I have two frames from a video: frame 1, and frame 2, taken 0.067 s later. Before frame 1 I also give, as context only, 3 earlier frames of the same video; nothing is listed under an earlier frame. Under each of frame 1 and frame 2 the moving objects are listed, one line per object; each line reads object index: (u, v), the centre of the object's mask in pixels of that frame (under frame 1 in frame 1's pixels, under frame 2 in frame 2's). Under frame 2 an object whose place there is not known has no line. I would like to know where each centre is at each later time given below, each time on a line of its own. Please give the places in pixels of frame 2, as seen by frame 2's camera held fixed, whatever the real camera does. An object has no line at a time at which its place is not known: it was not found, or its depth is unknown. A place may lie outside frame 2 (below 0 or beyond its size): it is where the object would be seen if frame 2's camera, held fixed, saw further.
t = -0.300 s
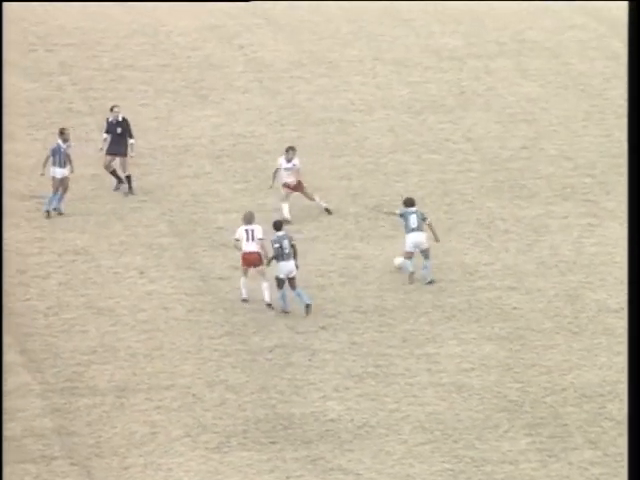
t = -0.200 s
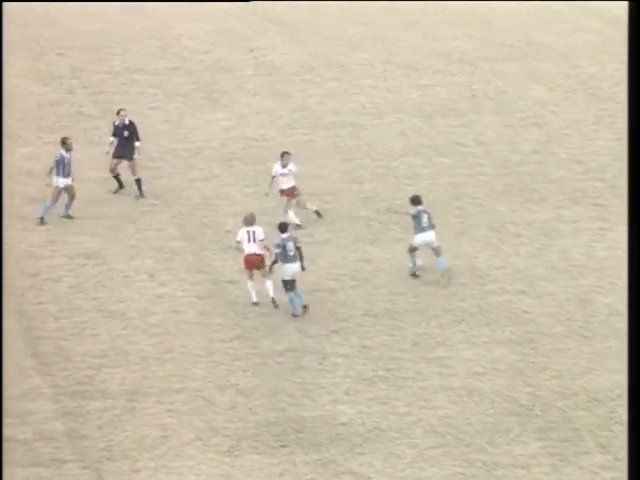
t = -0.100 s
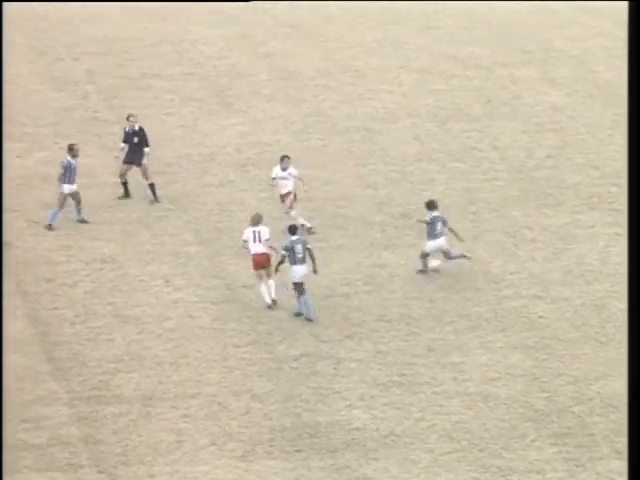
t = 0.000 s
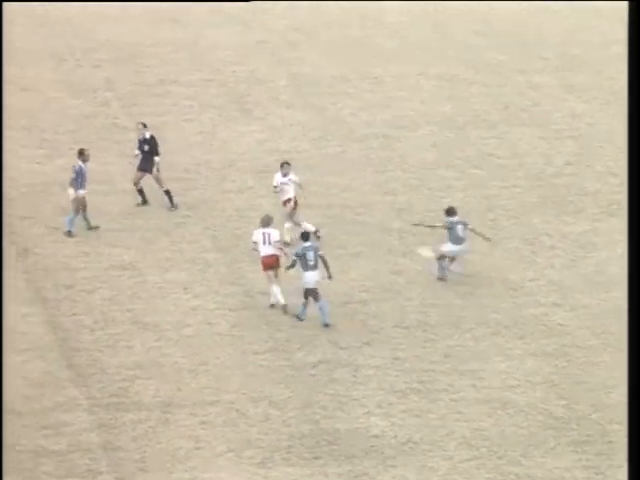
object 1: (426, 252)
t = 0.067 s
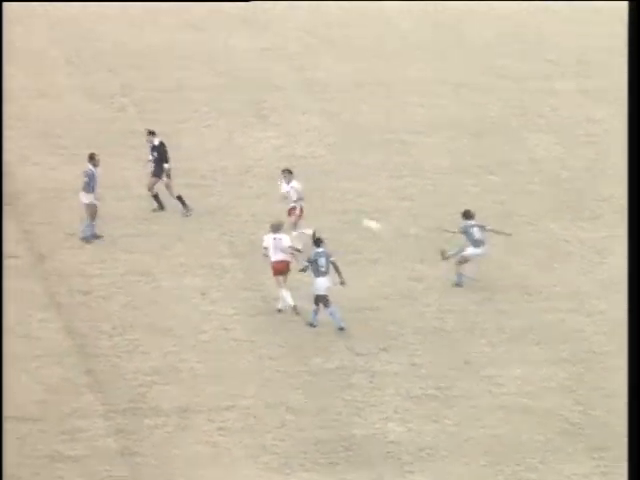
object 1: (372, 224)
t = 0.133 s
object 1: (301, 193)
